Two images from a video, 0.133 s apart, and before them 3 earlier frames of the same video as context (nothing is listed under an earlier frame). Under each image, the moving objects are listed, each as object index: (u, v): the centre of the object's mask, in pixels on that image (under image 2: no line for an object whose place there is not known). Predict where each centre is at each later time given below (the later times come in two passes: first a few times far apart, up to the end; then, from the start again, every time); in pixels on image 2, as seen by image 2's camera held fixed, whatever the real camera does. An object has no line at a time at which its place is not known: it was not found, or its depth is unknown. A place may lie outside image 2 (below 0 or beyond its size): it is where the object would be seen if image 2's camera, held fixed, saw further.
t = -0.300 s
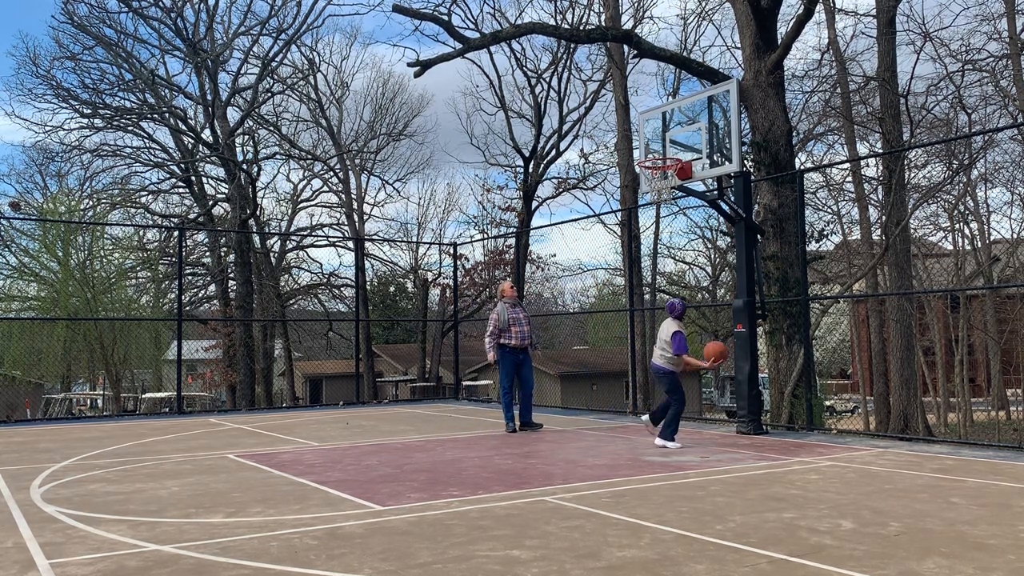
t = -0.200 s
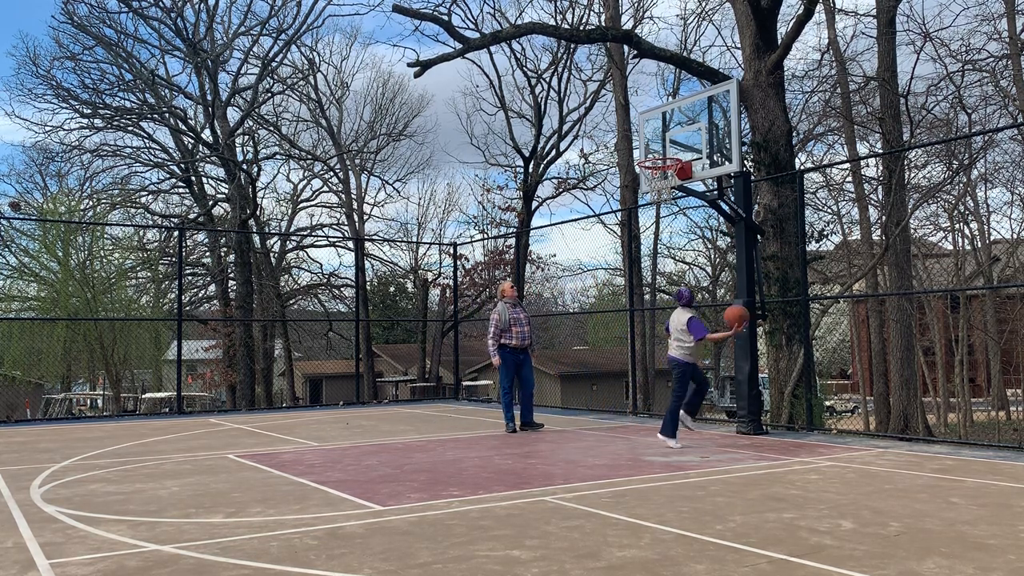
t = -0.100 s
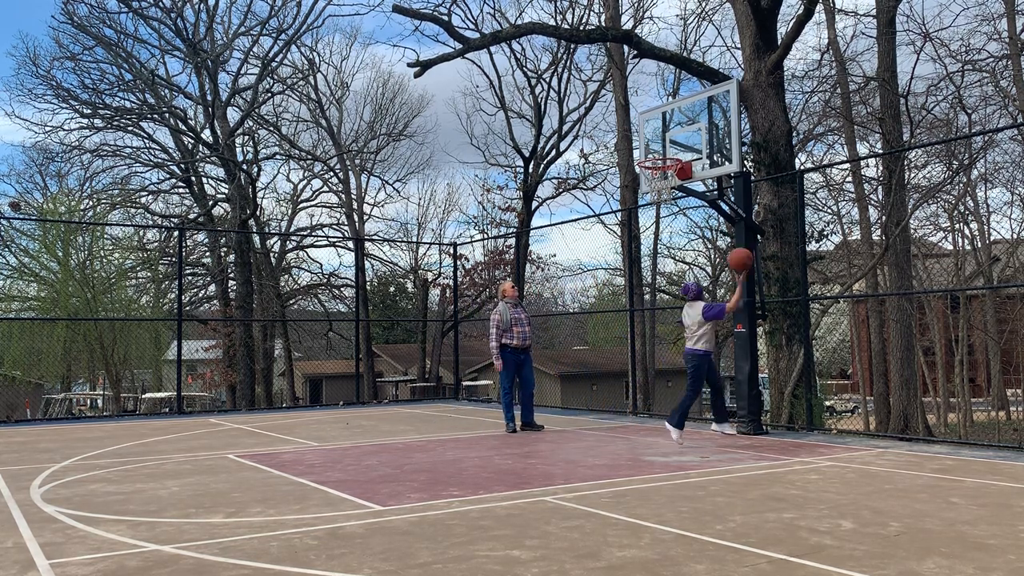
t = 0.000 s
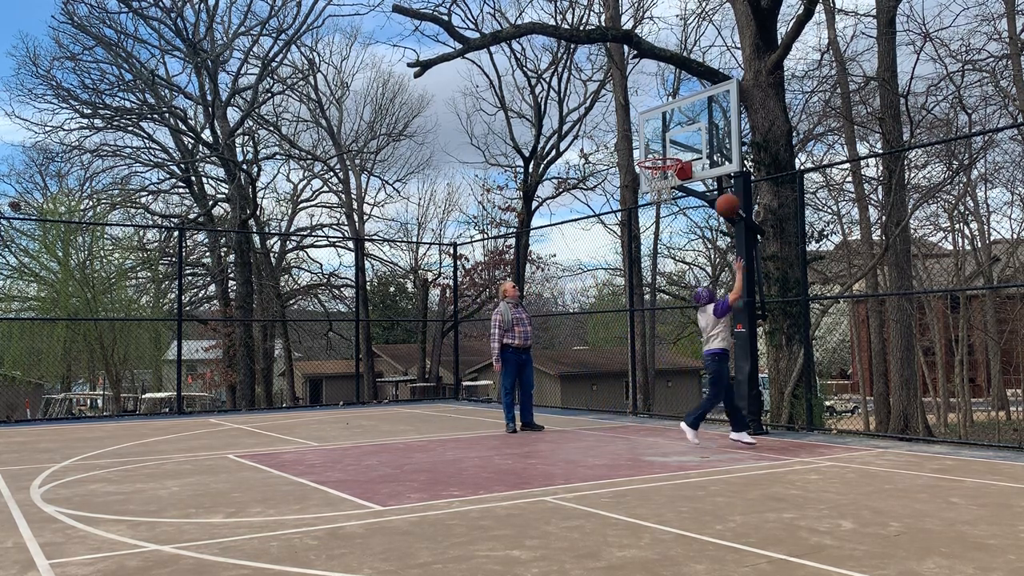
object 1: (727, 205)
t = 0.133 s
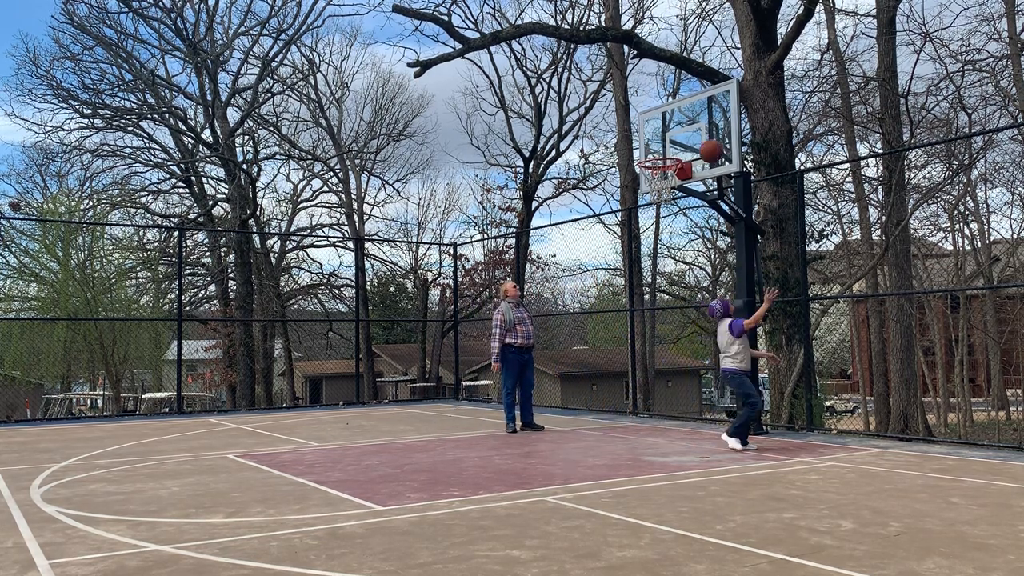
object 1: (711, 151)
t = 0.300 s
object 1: (693, 109)
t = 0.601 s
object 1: (665, 100)
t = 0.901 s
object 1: (638, 167)
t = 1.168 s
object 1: (625, 283)
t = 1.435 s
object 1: (612, 406)
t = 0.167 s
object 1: (707, 140)
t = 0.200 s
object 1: (704, 131)
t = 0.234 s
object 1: (699, 122)
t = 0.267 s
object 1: (697, 115)
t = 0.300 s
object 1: (693, 109)
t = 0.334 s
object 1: (690, 104)
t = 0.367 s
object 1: (686, 100)
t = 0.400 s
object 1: (684, 97)
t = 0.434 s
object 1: (680, 95)
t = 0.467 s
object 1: (677, 94)
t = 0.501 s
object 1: (674, 94)
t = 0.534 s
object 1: (671, 95)
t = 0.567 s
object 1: (668, 97)
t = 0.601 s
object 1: (665, 100)
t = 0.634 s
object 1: (663, 104)
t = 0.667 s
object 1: (660, 108)
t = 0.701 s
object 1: (658, 114)
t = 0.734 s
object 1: (655, 121)
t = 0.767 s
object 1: (652, 128)
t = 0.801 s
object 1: (650, 137)
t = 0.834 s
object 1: (647, 146)
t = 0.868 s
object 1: (644, 155)
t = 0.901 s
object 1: (638, 167)
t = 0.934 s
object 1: (638, 179)
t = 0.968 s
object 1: (637, 191)
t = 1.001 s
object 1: (635, 204)
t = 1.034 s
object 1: (633, 219)
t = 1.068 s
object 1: (631, 234)
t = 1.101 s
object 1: (629, 249)
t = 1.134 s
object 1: (626, 265)
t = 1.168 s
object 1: (625, 283)
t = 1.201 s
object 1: (623, 301)
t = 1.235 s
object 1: (621, 320)
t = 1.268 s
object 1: (619, 339)
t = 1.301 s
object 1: (617, 360)
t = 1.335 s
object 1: (616, 380)
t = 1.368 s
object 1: (613, 402)
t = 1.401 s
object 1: (612, 424)
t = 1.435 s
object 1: (612, 406)
